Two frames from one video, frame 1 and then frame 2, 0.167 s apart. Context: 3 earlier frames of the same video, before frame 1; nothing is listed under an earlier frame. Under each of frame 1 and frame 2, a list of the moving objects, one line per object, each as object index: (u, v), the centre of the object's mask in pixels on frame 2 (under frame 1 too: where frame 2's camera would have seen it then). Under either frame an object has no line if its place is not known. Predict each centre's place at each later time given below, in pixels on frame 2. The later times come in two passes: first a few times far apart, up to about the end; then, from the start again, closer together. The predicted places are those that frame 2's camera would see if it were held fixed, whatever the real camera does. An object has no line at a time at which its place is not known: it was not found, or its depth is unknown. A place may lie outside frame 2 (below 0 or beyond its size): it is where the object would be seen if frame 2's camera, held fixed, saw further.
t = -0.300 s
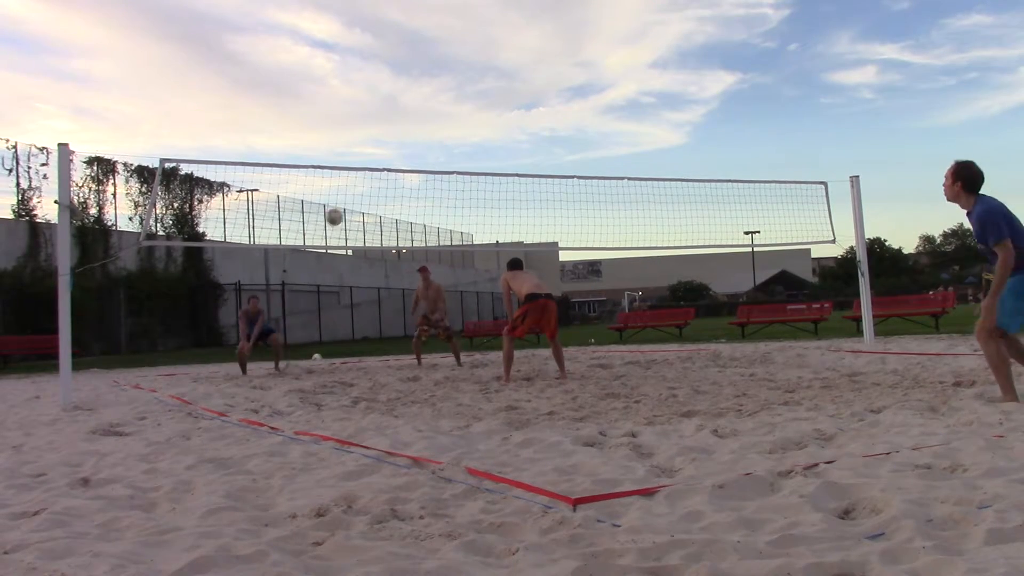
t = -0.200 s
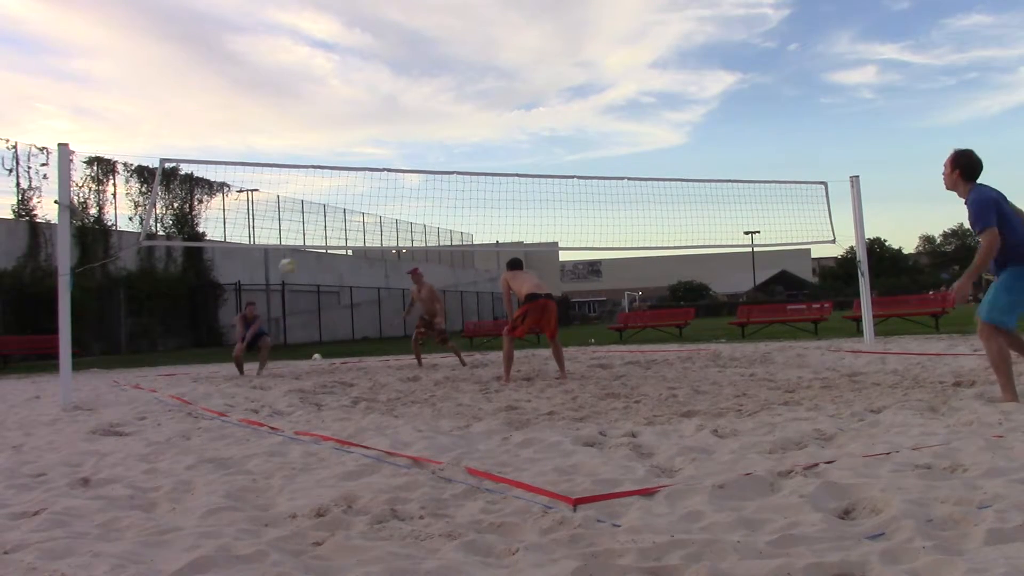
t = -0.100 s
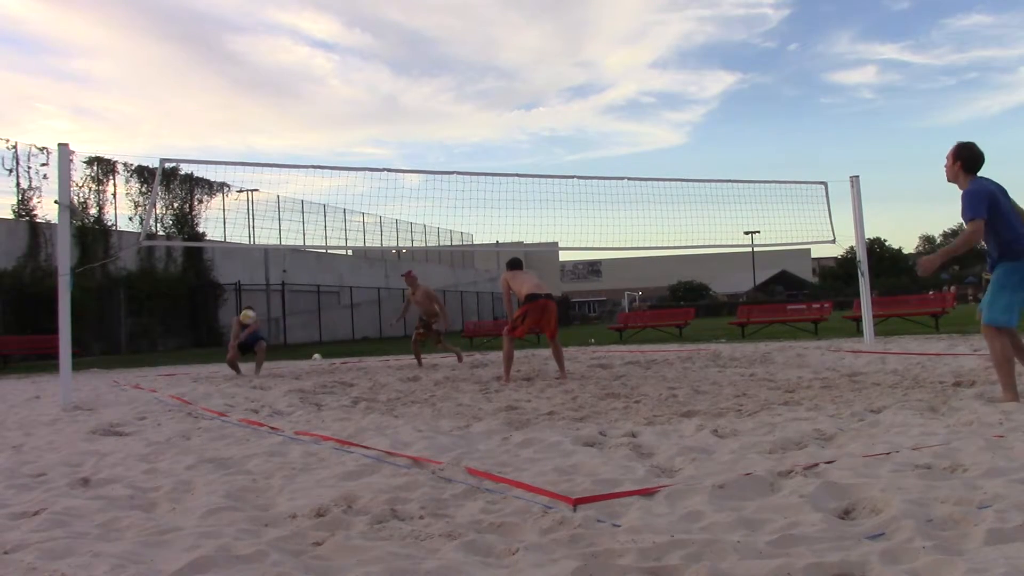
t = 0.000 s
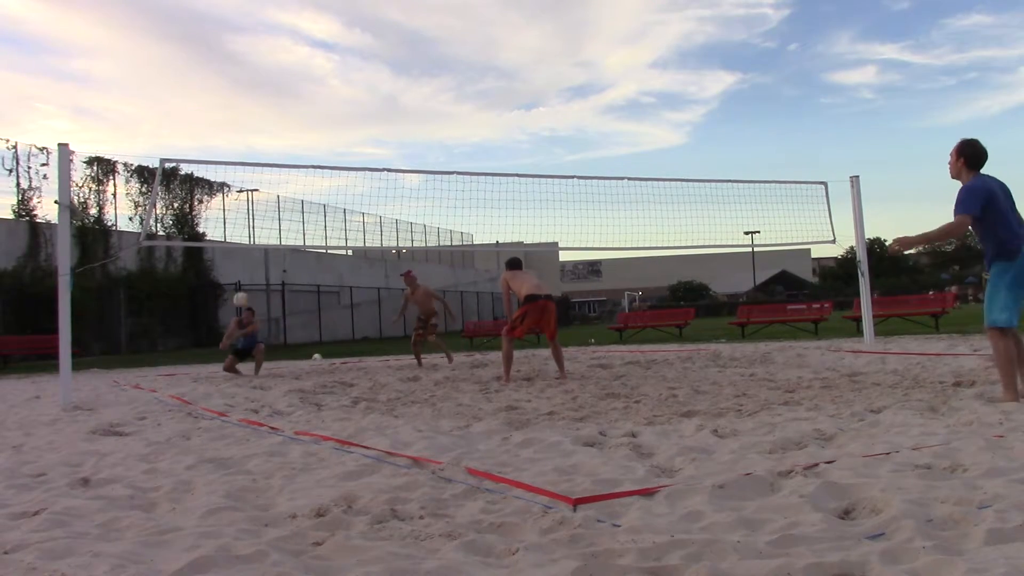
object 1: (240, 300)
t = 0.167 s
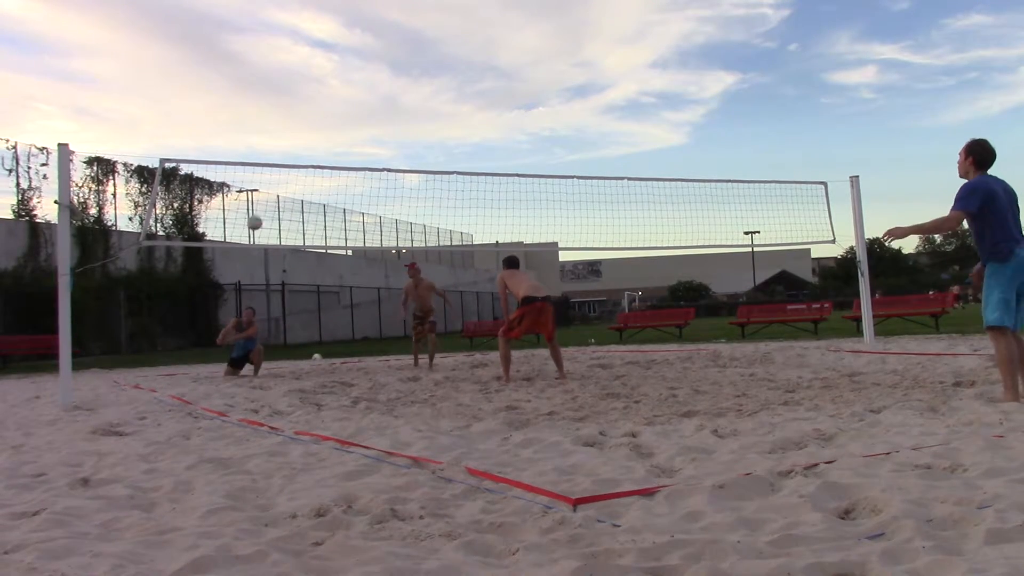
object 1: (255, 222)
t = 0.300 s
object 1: (266, 173)
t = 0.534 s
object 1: (287, 112)
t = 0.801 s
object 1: (314, 85)
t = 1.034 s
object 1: (339, 100)
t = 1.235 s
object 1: (362, 144)
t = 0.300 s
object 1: (266, 173)
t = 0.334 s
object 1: (269, 162)
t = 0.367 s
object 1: (272, 152)
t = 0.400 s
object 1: (274, 143)
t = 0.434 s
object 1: (278, 134)
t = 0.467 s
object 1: (281, 126)
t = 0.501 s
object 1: (284, 119)
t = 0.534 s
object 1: (287, 112)
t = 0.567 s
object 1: (290, 106)
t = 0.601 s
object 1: (293, 101)
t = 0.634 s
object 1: (297, 96)
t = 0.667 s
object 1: (300, 93)
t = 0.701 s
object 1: (303, 90)
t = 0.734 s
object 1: (307, 87)
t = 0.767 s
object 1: (310, 86)
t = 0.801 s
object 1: (314, 85)
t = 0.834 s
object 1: (317, 85)
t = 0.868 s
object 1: (321, 85)
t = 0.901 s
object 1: (324, 87)
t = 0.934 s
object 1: (328, 89)
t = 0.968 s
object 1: (332, 92)
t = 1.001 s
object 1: (335, 96)
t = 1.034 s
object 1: (339, 100)
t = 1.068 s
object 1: (343, 106)
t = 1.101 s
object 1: (347, 112)
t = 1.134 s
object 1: (351, 118)
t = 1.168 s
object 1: (355, 126)
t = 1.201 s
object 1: (359, 135)
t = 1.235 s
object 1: (362, 144)
